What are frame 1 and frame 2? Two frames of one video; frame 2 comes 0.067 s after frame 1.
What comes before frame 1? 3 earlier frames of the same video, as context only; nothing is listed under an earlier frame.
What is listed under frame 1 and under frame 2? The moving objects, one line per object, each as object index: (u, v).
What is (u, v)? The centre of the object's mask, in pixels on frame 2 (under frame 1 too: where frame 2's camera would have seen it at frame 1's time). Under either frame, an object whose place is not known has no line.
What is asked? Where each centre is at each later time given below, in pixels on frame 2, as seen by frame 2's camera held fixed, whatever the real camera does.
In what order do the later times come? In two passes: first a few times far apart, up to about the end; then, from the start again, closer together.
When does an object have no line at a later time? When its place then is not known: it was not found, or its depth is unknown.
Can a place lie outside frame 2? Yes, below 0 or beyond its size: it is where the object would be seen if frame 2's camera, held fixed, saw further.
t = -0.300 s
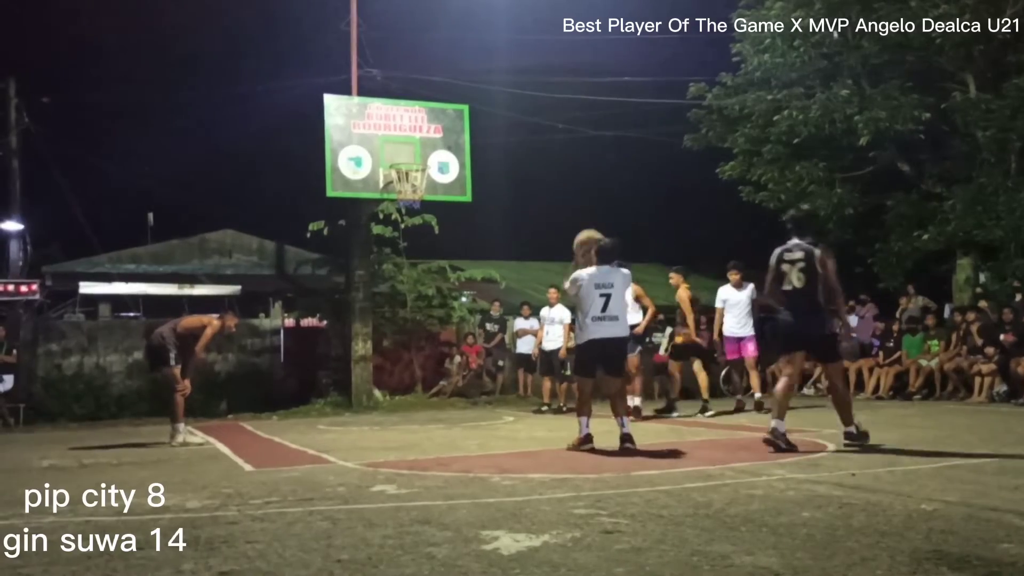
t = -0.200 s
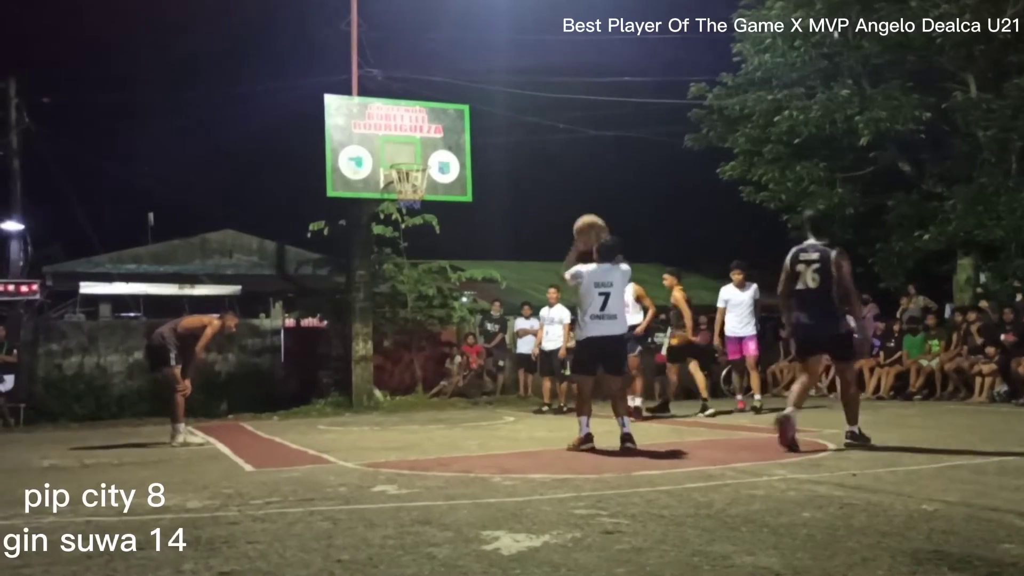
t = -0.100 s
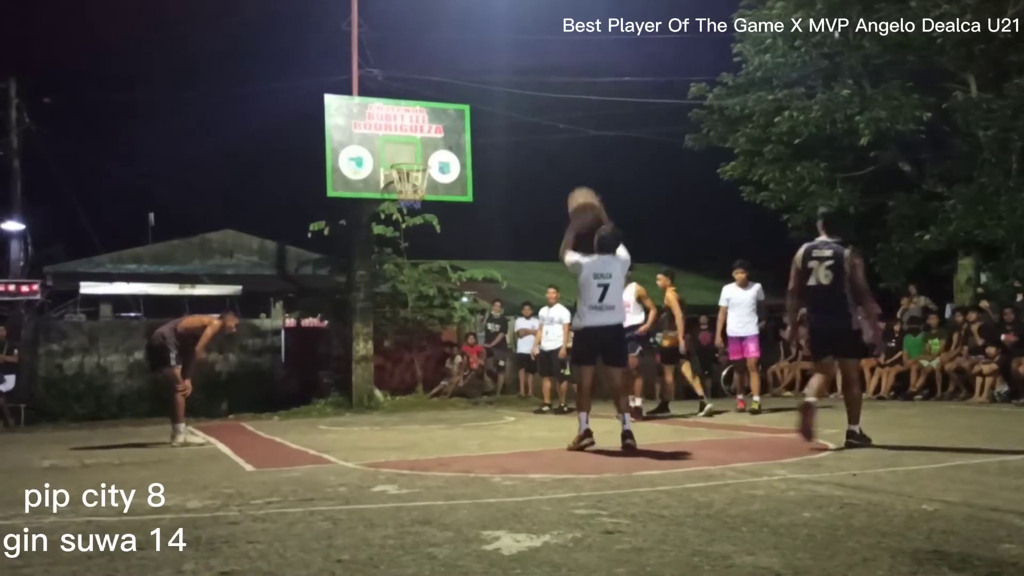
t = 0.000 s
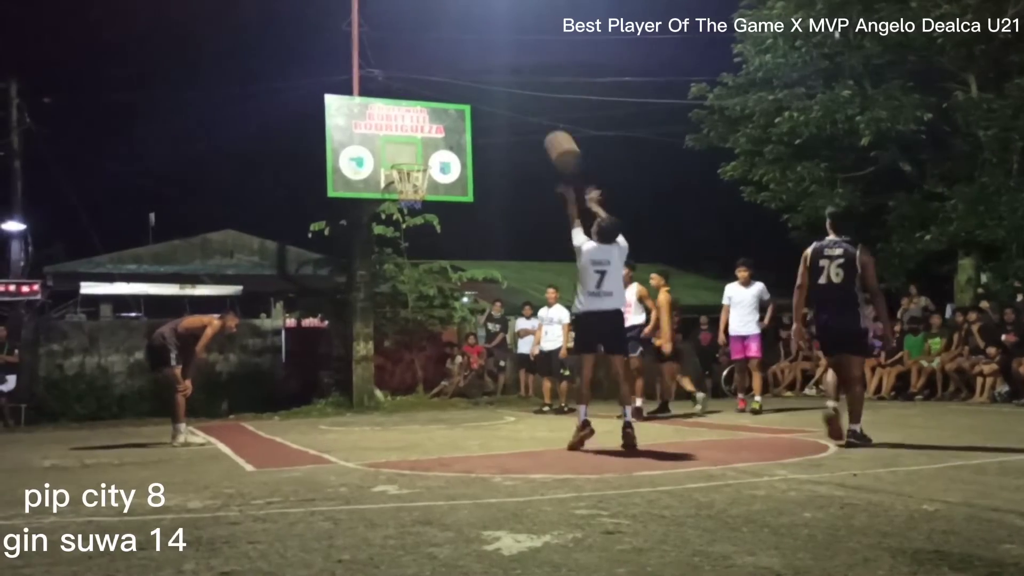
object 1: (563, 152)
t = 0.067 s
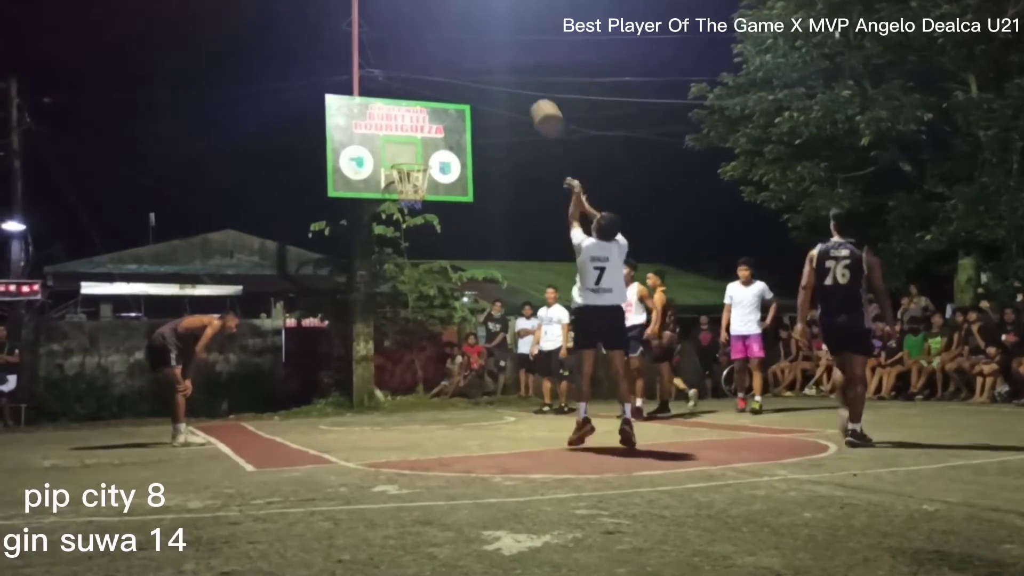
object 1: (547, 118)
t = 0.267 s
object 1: (506, 57)
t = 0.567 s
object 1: (460, 54)
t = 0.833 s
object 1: (428, 116)
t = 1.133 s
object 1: (412, 169)
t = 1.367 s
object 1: (427, 184)
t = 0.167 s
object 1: (525, 81)
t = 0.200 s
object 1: (519, 71)
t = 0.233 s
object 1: (512, 64)
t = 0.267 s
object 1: (506, 57)
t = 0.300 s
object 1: (500, 52)
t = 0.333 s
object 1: (495, 49)
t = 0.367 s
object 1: (489, 46)
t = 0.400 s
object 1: (484, 45)
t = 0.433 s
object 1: (479, 46)
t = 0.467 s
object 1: (474, 47)
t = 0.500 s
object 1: (469, 49)
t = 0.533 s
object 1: (465, 50)
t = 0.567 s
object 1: (460, 54)
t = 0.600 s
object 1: (456, 59)
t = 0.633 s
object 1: (452, 65)
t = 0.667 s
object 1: (447, 71)
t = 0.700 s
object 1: (443, 78)
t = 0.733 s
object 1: (439, 87)
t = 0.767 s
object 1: (435, 95)
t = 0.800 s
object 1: (433, 105)
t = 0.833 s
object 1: (428, 116)
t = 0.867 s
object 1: (426, 128)
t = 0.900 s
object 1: (422, 141)
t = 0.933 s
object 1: (418, 152)
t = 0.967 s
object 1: (416, 156)
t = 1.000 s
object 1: (415, 157)
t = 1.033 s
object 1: (412, 160)
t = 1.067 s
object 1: (411, 163)
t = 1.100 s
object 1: (409, 168)
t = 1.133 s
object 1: (412, 169)
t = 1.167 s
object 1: (413, 168)
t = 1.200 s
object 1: (414, 169)
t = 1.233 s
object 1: (417, 171)
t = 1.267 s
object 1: (419, 173)
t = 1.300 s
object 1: (422, 176)
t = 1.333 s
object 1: (426, 179)
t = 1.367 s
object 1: (427, 184)
